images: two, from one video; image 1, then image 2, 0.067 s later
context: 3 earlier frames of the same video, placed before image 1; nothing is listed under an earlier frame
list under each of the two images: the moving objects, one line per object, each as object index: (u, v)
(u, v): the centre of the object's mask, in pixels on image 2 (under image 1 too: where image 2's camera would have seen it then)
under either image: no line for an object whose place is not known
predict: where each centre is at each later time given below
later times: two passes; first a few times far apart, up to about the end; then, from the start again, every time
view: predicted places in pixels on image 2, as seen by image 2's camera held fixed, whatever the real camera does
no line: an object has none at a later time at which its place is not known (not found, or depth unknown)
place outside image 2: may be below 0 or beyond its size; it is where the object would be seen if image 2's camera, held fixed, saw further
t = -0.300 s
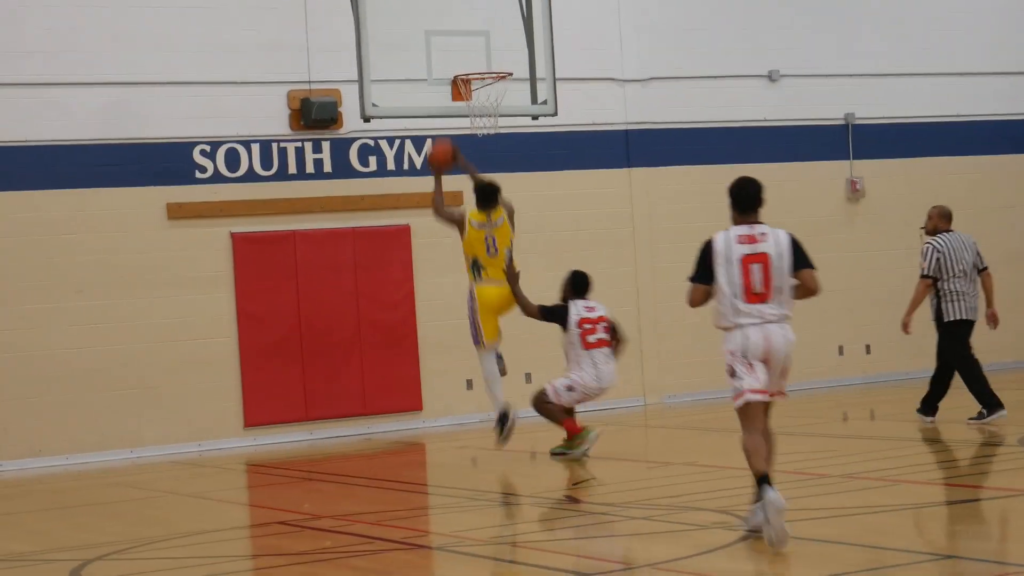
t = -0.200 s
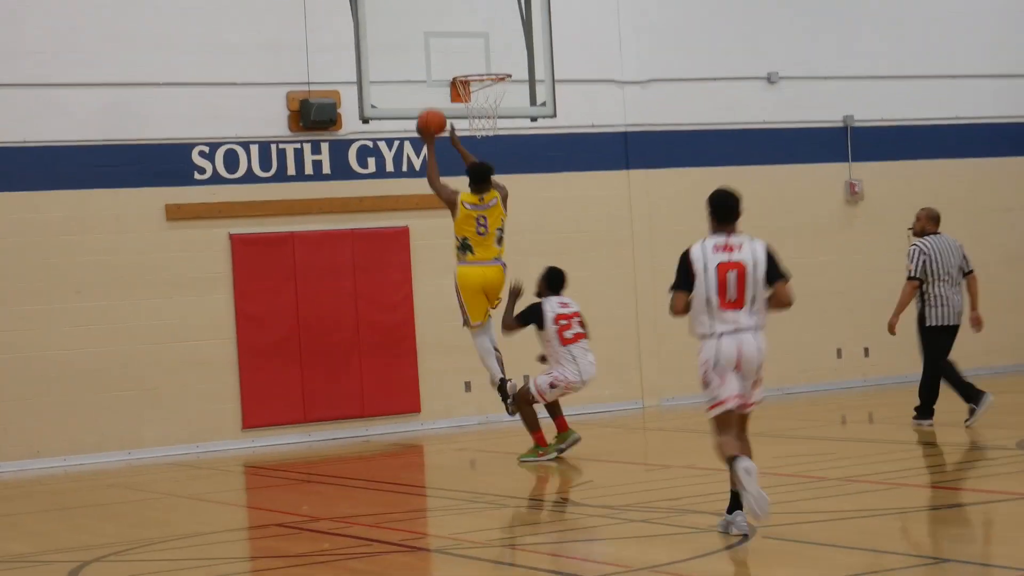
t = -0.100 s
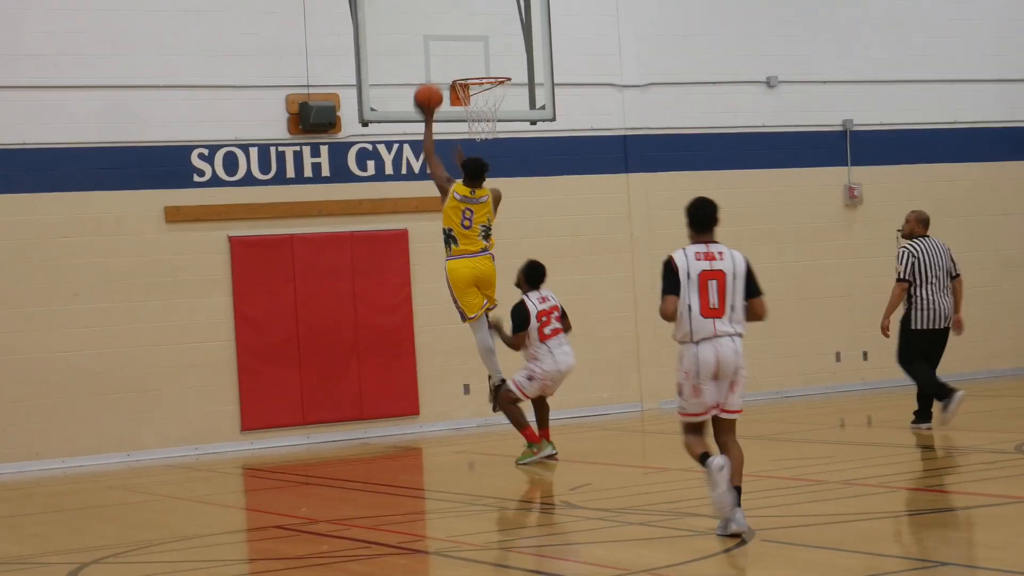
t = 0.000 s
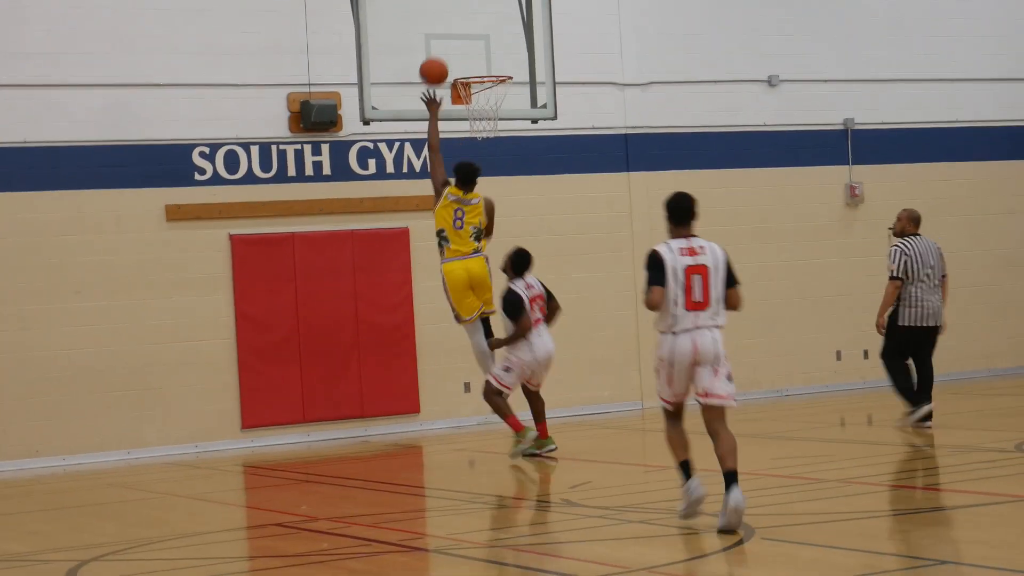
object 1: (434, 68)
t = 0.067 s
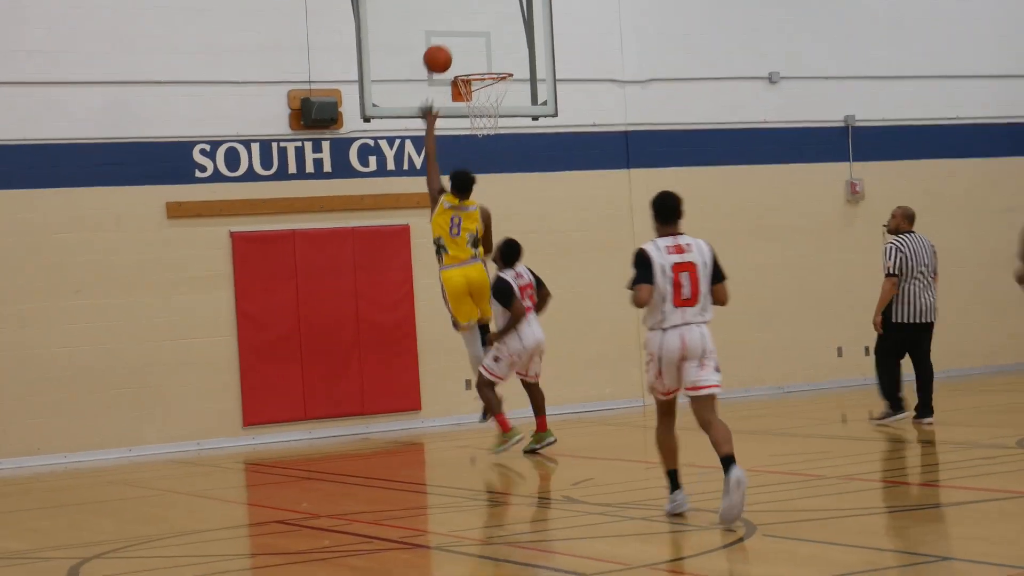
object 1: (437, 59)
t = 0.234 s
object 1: (470, 61)
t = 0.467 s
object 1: (488, 114)
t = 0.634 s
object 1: (482, 187)
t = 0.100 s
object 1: (441, 57)
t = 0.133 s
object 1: (449, 56)
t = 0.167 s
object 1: (455, 56)
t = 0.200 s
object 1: (462, 57)
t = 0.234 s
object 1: (470, 61)
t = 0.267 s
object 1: (478, 65)
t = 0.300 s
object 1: (485, 72)
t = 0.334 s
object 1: (492, 79)
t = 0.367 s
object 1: (491, 86)
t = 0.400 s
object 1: (490, 94)
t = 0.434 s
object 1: (488, 104)
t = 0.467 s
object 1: (488, 114)
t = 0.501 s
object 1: (486, 127)
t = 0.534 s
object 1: (485, 141)
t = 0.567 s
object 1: (484, 154)
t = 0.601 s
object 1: (483, 168)
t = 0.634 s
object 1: (482, 187)
